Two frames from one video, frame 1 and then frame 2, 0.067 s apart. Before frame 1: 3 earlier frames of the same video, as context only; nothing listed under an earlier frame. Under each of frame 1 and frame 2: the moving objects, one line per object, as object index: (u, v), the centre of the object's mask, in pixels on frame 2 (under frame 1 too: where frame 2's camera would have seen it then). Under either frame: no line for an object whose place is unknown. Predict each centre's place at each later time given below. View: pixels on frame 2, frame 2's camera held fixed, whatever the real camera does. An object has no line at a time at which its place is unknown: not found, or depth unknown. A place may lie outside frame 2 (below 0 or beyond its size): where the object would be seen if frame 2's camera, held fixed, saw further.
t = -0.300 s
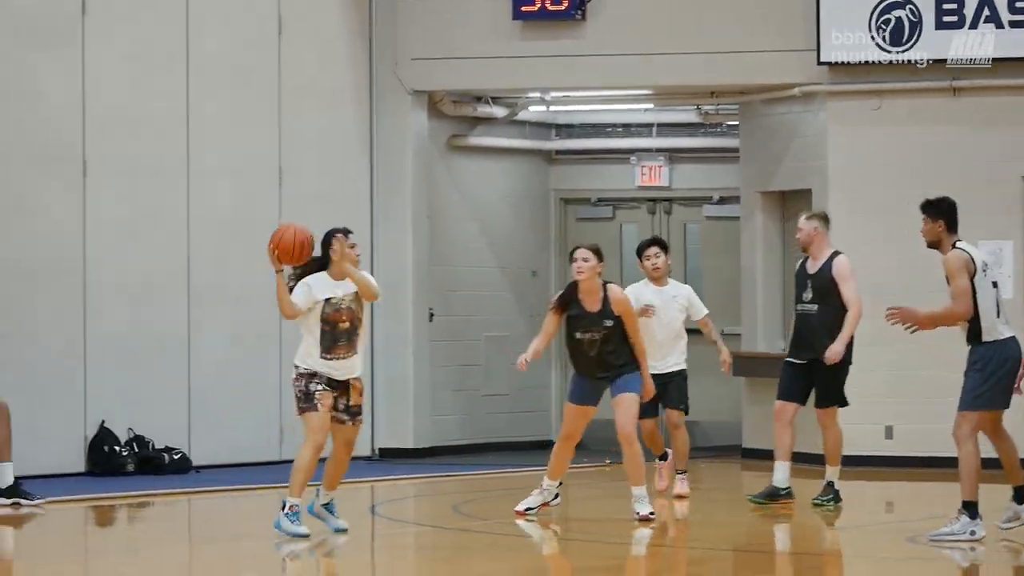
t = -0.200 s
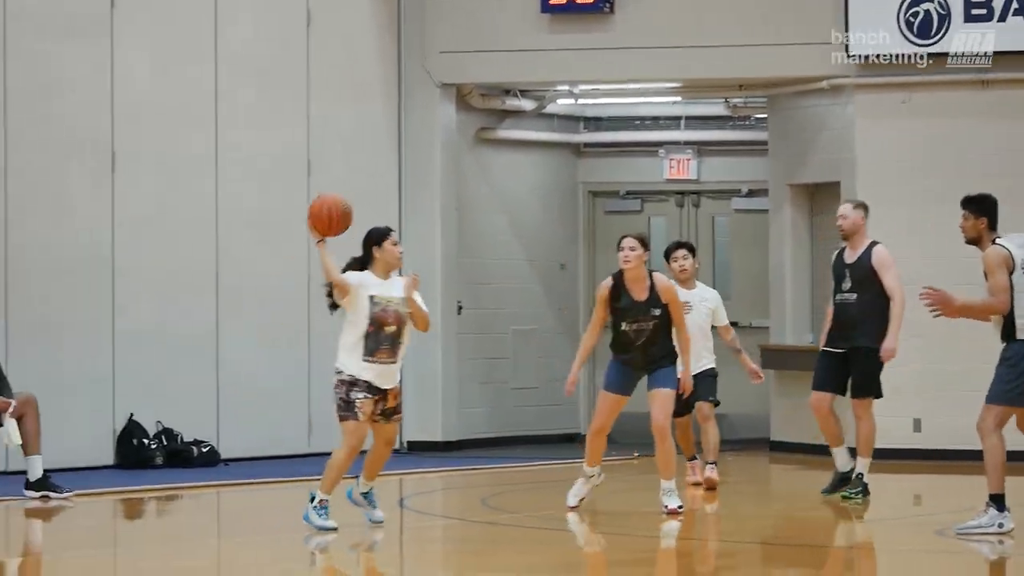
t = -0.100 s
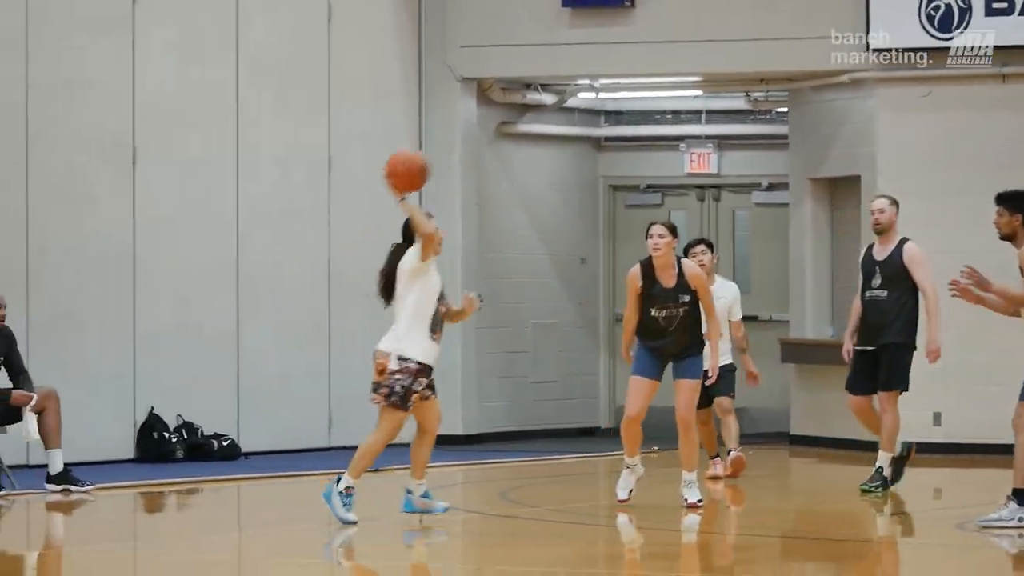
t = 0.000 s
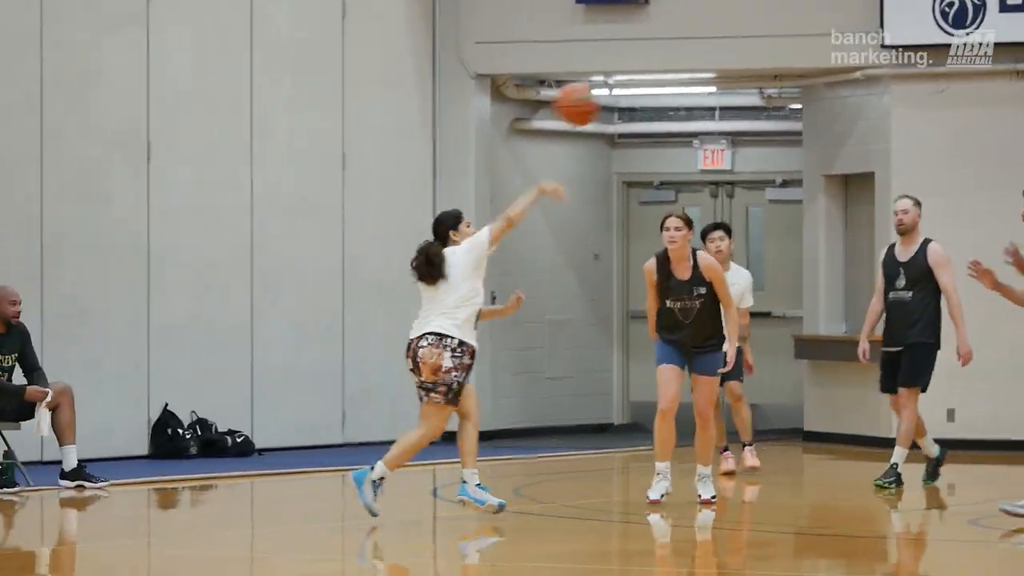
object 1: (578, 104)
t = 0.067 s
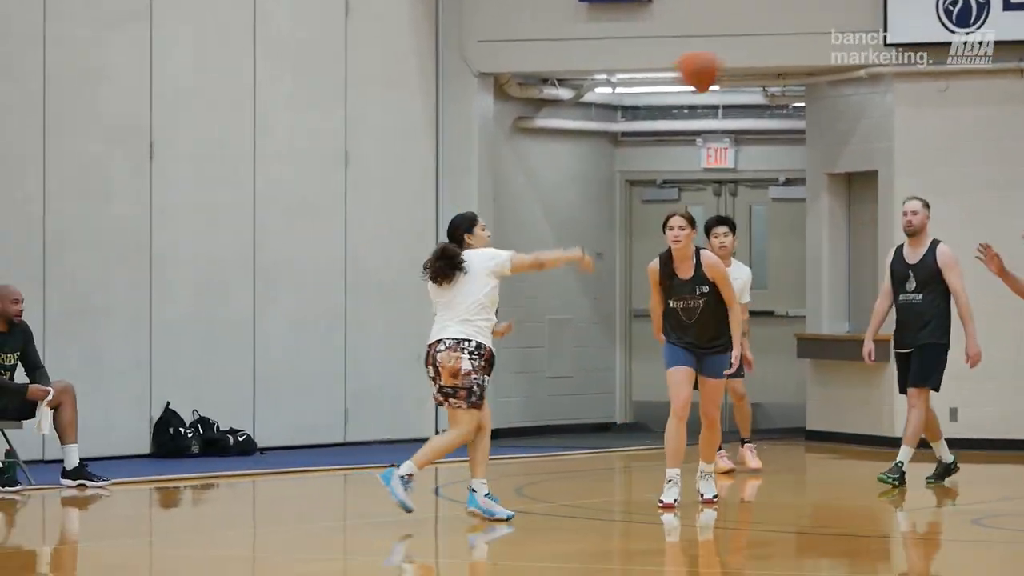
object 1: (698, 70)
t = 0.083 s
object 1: (729, 64)
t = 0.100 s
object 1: (758, 58)
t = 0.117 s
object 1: (788, 53)
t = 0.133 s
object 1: (816, 47)
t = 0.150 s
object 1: (847, 38)
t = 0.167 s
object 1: (877, 35)
